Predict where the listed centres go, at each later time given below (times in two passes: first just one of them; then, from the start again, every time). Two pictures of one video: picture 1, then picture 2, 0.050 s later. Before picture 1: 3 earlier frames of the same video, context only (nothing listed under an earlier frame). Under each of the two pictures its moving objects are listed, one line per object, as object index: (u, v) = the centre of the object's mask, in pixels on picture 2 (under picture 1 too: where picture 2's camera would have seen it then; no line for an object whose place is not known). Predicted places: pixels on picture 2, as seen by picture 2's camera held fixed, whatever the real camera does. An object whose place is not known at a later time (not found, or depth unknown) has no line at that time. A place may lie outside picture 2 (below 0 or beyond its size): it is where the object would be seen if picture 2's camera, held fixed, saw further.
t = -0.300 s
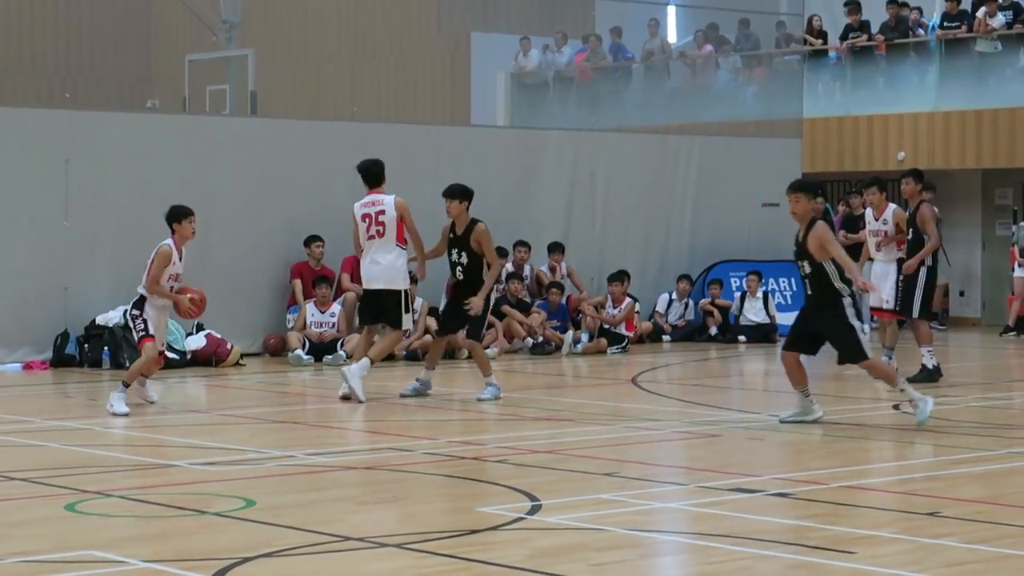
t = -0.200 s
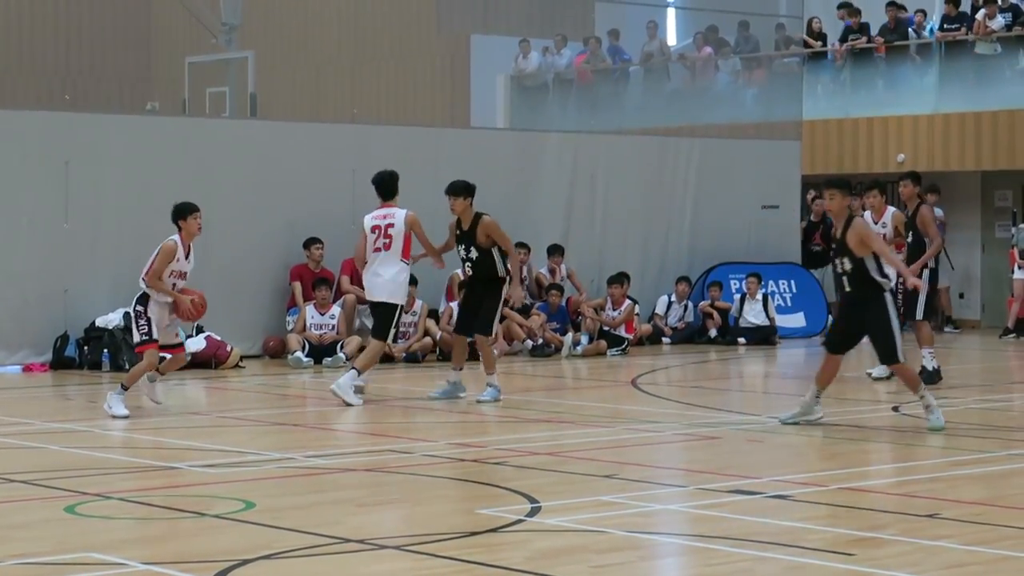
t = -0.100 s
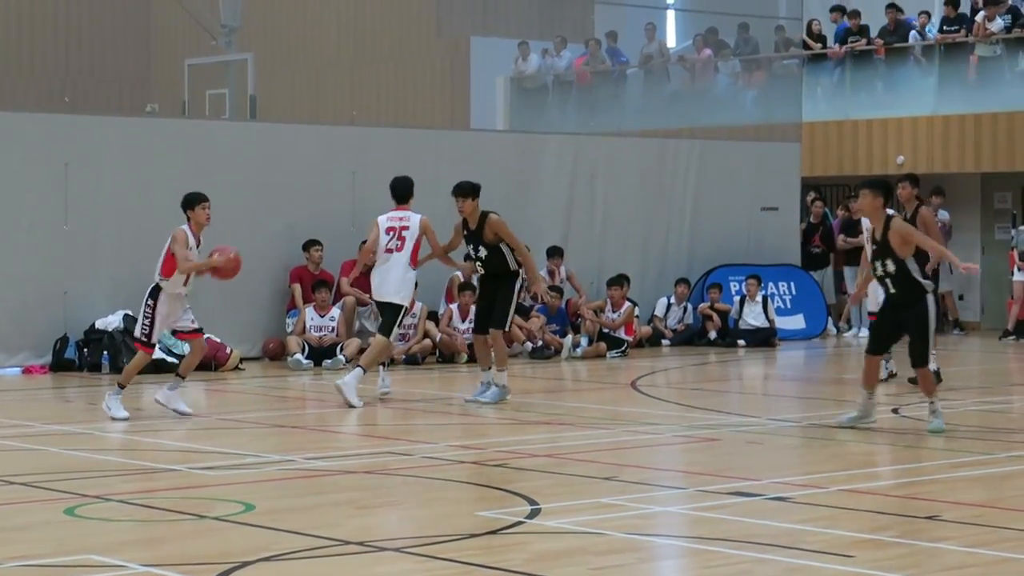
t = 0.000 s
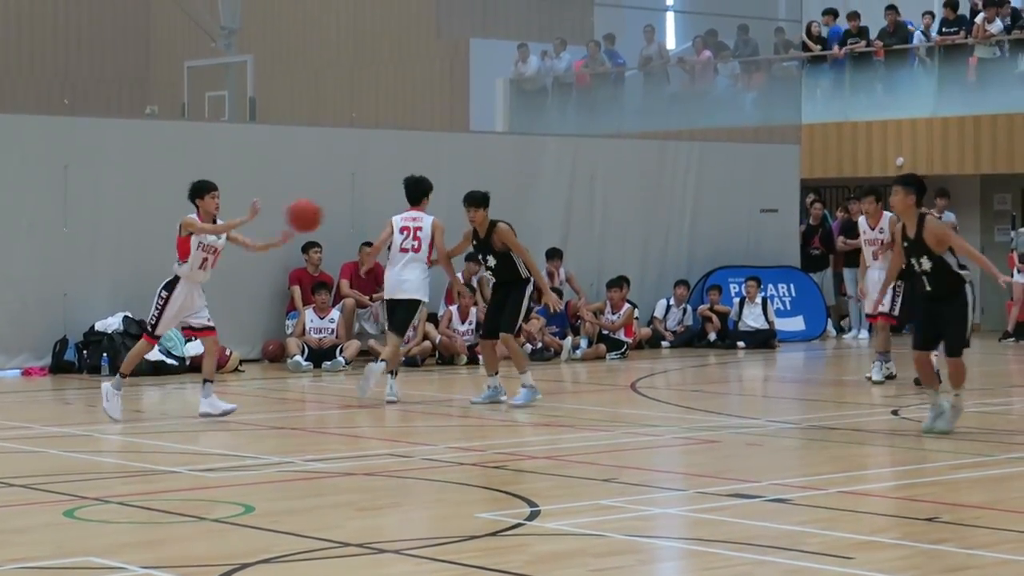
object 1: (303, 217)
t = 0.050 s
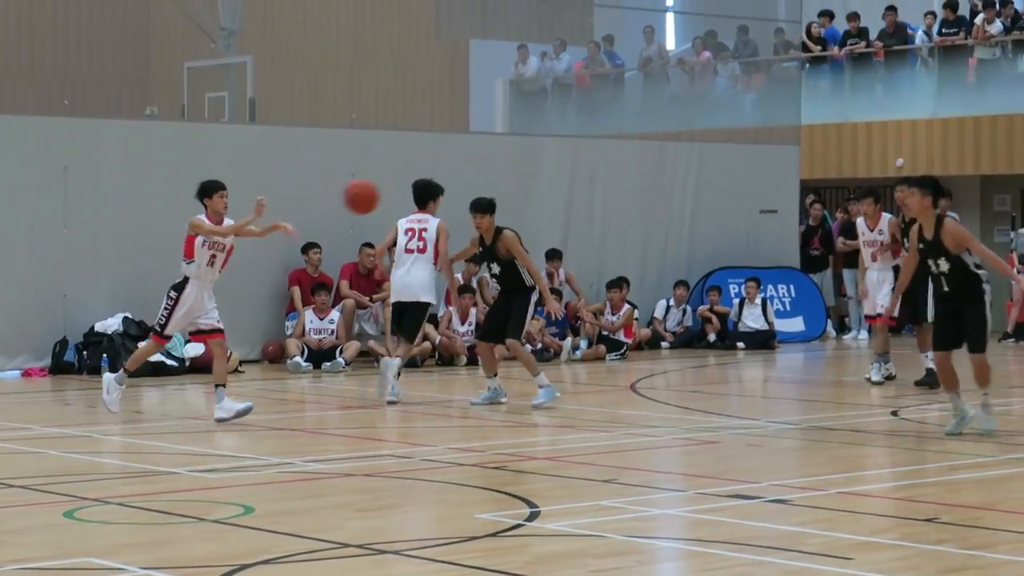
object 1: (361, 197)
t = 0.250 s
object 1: (612, 146)
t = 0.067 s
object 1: (380, 191)
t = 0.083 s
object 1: (400, 185)
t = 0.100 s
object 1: (420, 180)
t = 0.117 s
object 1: (441, 175)
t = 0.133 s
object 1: (461, 170)
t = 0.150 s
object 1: (482, 165)
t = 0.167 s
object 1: (503, 162)
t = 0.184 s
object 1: (524, 158)
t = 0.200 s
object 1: (546, 154)
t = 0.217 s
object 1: (568, 151)
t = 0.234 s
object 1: (590, 148)
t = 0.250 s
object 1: (612, 146)
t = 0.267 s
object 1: (634, 144)
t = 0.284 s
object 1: (657, 142)
